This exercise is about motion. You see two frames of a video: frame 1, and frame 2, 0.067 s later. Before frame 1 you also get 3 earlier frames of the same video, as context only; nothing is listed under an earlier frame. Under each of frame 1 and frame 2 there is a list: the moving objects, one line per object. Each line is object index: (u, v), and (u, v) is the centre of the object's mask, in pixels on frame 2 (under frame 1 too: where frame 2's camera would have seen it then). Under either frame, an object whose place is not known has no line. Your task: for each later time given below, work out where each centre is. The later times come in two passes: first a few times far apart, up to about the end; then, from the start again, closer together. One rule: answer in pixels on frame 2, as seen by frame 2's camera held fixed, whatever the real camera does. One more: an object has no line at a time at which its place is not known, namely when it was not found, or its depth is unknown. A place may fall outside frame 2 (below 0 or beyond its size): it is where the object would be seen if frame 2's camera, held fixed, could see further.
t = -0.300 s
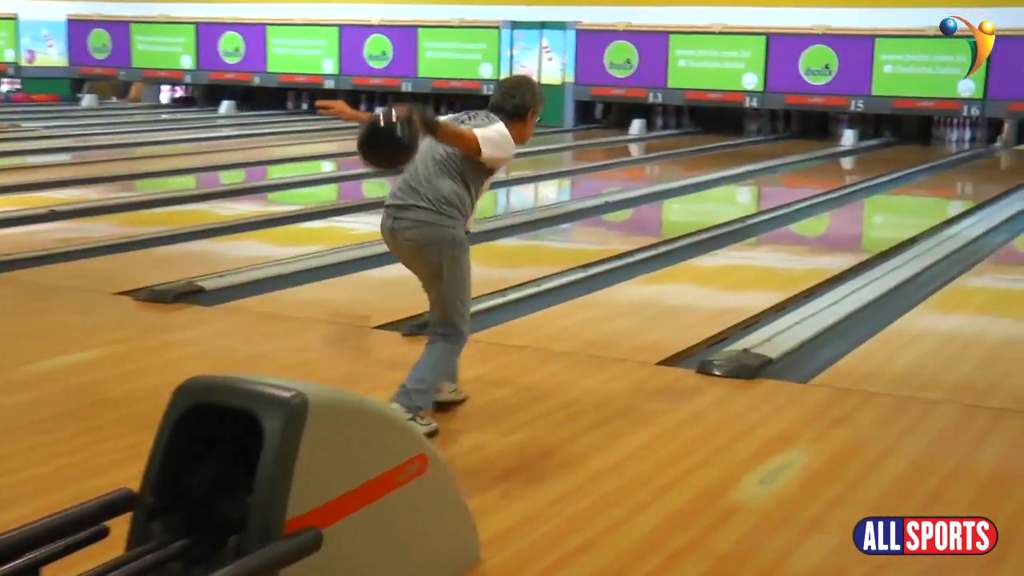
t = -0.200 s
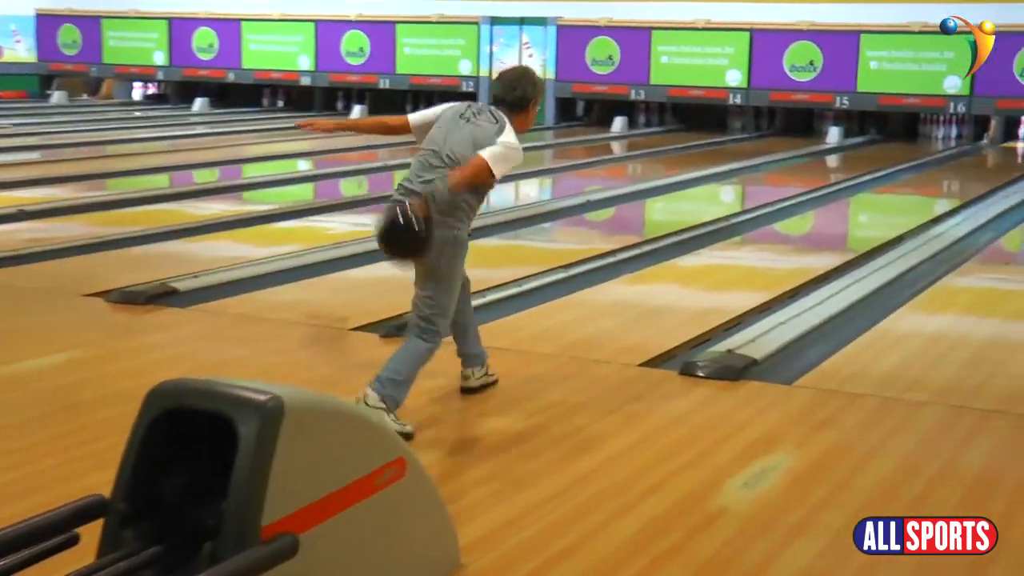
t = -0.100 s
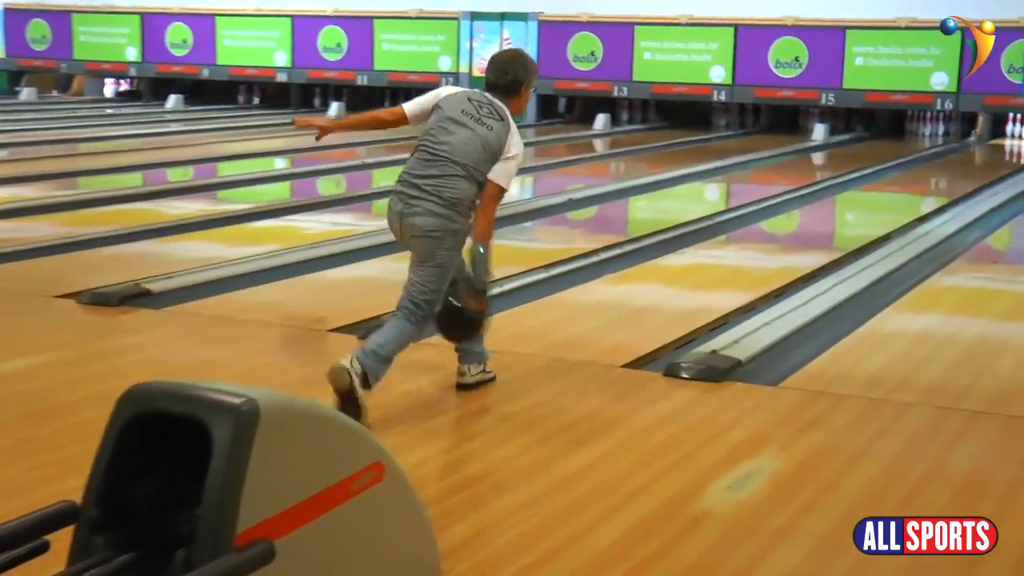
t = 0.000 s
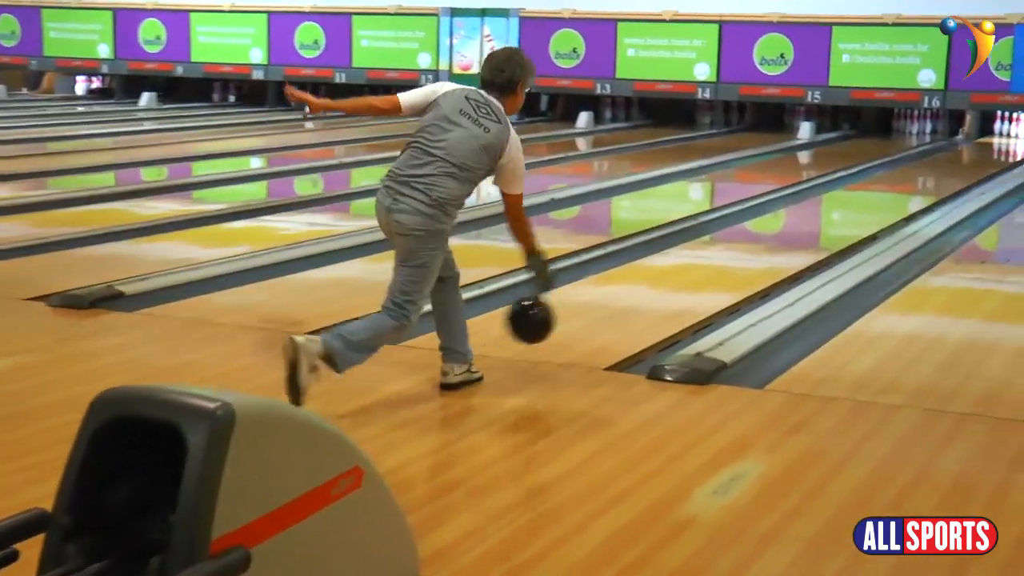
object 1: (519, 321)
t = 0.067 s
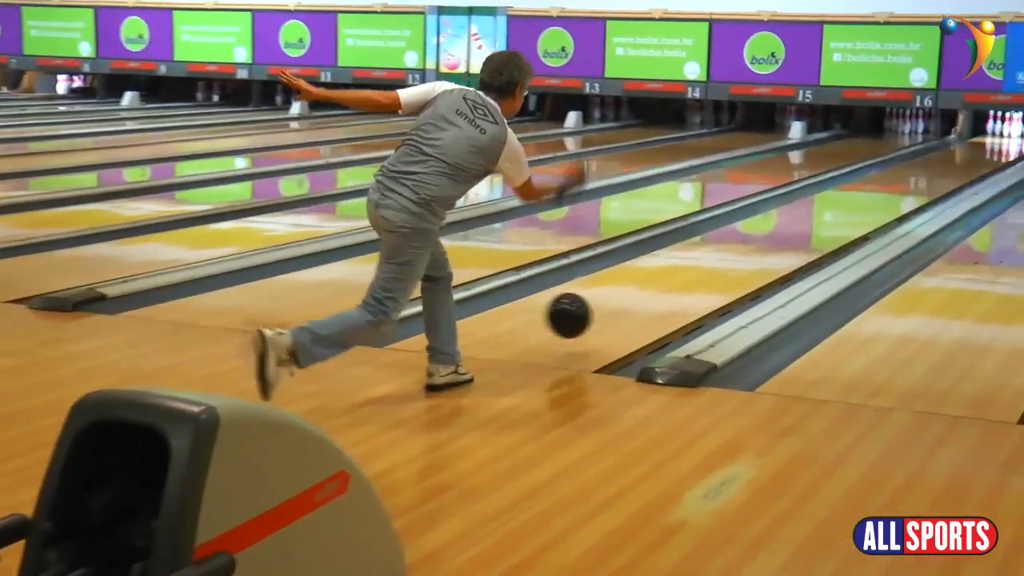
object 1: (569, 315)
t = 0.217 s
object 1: (658, 297)
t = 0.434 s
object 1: (751, 258)
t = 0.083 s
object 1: (580, 315)
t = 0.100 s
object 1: (591, 316)
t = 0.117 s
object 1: (601, 317)
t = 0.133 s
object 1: (611, 317)
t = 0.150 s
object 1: (621, 312)
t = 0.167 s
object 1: (631, 308)
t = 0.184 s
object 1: (640, 305)
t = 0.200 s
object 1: (649, 301)
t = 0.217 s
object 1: (658, 297)
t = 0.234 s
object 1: (666, 293)
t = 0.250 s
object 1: (675, 290)
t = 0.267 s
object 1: (682, 287)
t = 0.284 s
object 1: (690, 283)
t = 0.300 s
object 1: (698, 280)
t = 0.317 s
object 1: (705, 277)
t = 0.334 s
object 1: (712, 275)
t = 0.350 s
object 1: (719, 271)
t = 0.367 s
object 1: (726, 269)
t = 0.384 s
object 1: (732, 266)
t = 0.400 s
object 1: (739, 264)
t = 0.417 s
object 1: (745, 261)
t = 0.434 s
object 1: (751, 258)
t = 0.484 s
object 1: (769, 252)
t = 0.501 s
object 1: (775, 249)
